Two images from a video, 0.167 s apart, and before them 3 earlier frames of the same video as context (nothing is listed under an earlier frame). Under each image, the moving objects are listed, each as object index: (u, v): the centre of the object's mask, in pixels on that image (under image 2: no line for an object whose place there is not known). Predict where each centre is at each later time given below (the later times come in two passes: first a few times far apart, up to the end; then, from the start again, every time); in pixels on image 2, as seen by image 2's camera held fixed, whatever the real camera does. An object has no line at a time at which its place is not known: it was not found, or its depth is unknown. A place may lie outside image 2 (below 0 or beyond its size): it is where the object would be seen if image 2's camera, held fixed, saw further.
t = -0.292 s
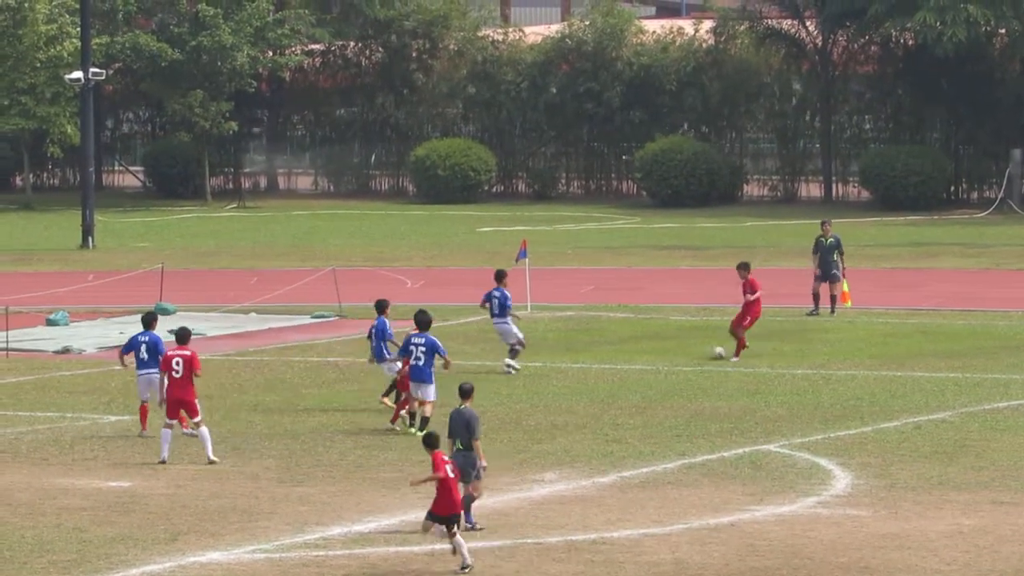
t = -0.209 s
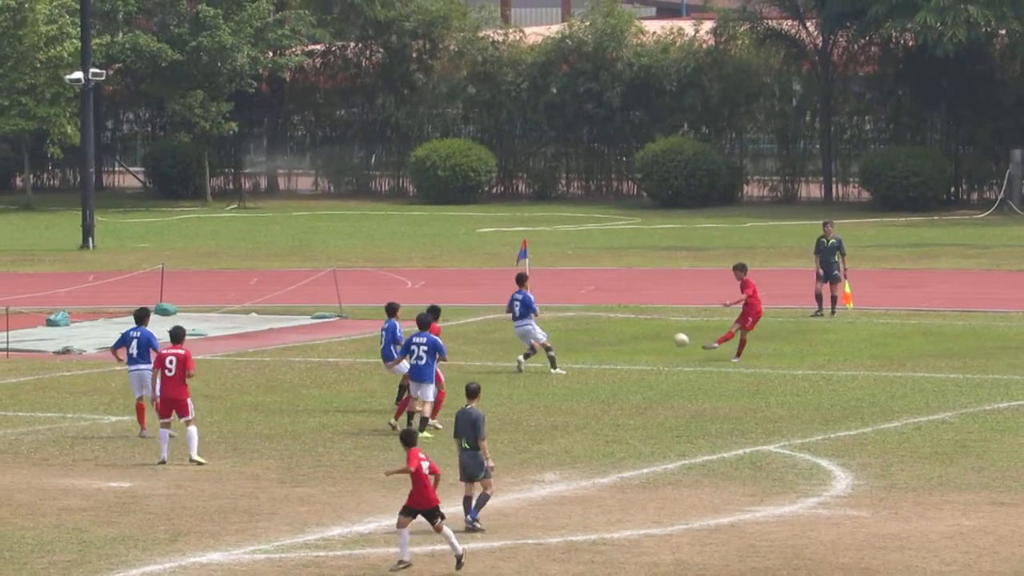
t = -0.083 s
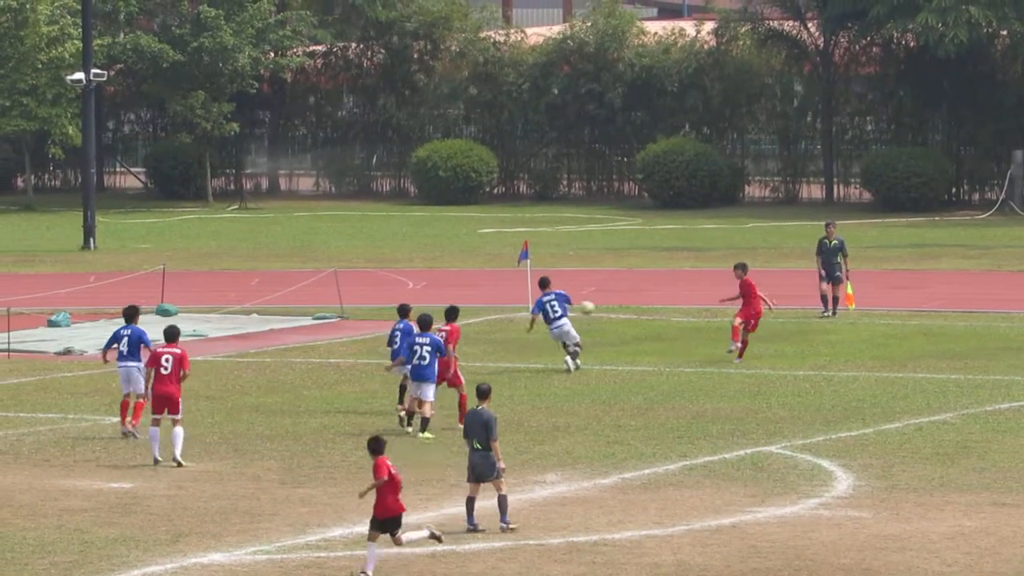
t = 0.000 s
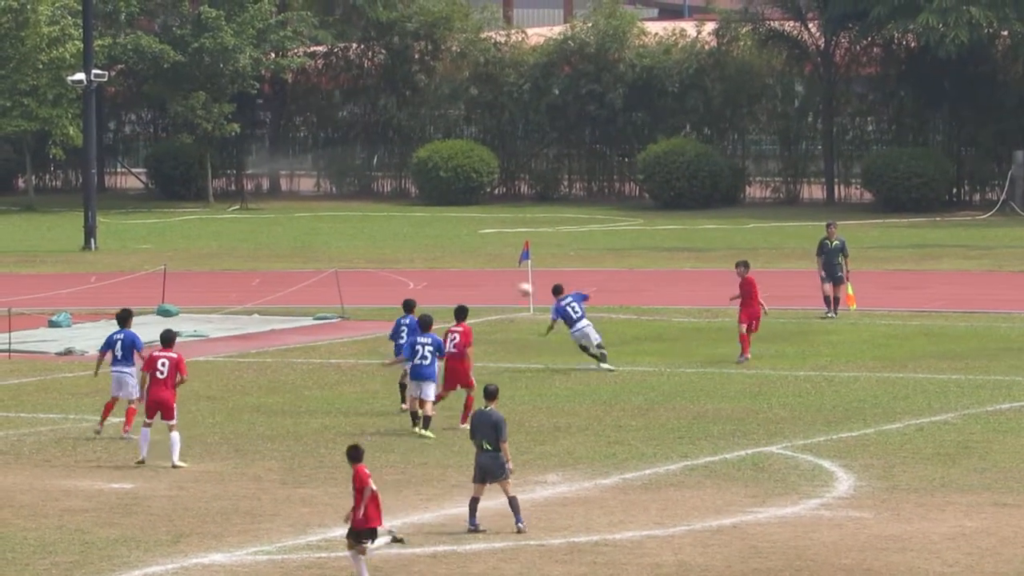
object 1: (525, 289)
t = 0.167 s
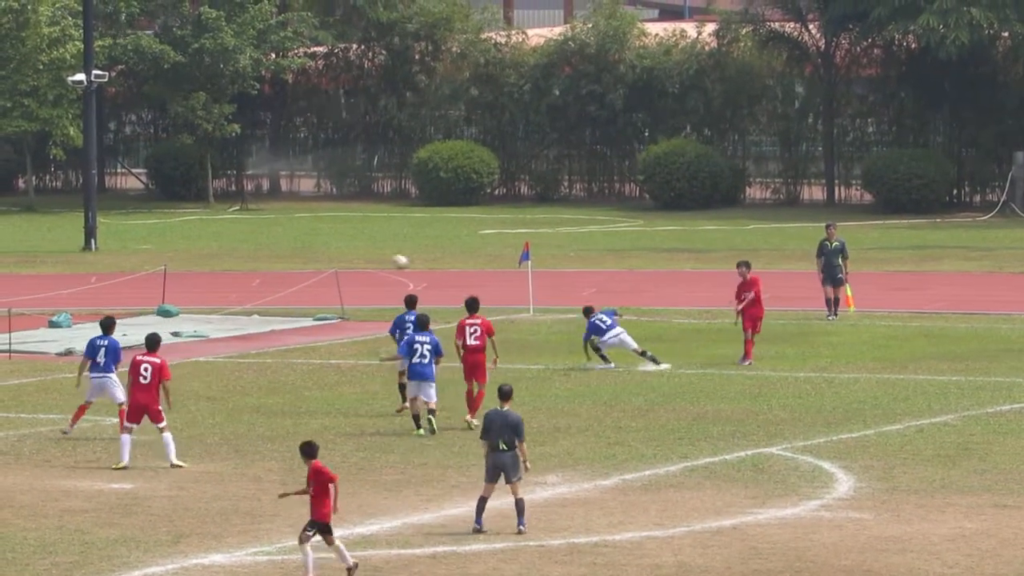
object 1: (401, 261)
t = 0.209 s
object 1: (368, 256)
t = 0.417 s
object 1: (212, 244)
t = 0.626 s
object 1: (59, 255)
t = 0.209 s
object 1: (368, 256)
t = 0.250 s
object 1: (337, 252)
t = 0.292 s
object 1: (306, 248)
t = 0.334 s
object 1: (275, 246)
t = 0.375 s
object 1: (243, 245)
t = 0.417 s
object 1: (212, 244)
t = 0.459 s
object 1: (183, 245)
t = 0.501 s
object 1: (154, 246)
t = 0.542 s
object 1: (123, 248)
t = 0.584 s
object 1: (92, 251)
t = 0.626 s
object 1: (59, 255)
